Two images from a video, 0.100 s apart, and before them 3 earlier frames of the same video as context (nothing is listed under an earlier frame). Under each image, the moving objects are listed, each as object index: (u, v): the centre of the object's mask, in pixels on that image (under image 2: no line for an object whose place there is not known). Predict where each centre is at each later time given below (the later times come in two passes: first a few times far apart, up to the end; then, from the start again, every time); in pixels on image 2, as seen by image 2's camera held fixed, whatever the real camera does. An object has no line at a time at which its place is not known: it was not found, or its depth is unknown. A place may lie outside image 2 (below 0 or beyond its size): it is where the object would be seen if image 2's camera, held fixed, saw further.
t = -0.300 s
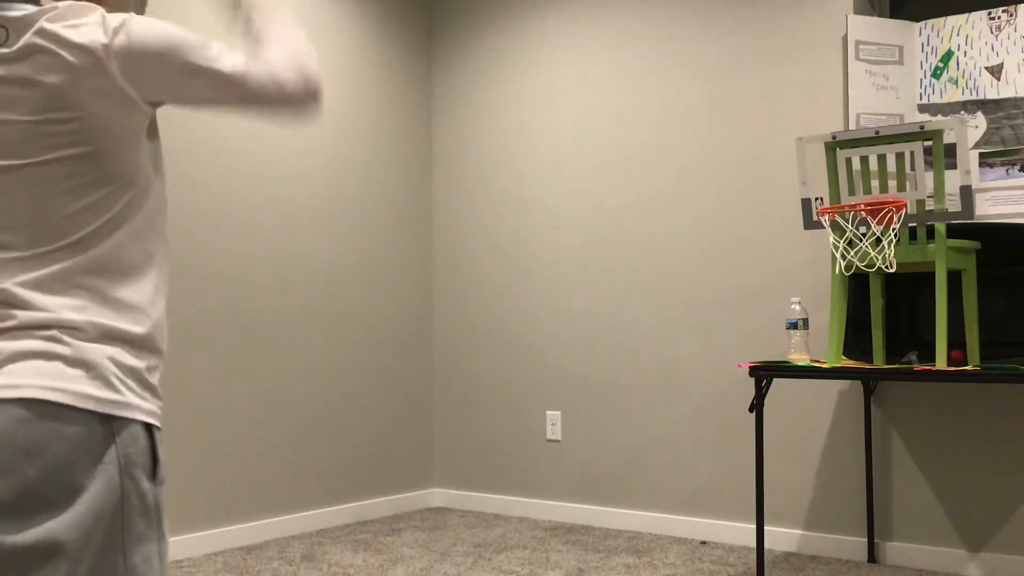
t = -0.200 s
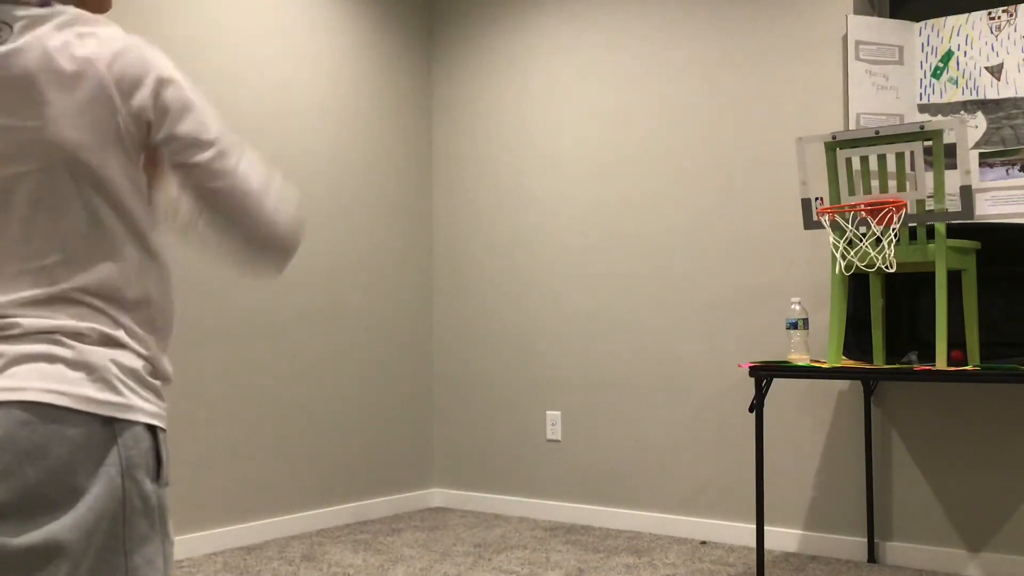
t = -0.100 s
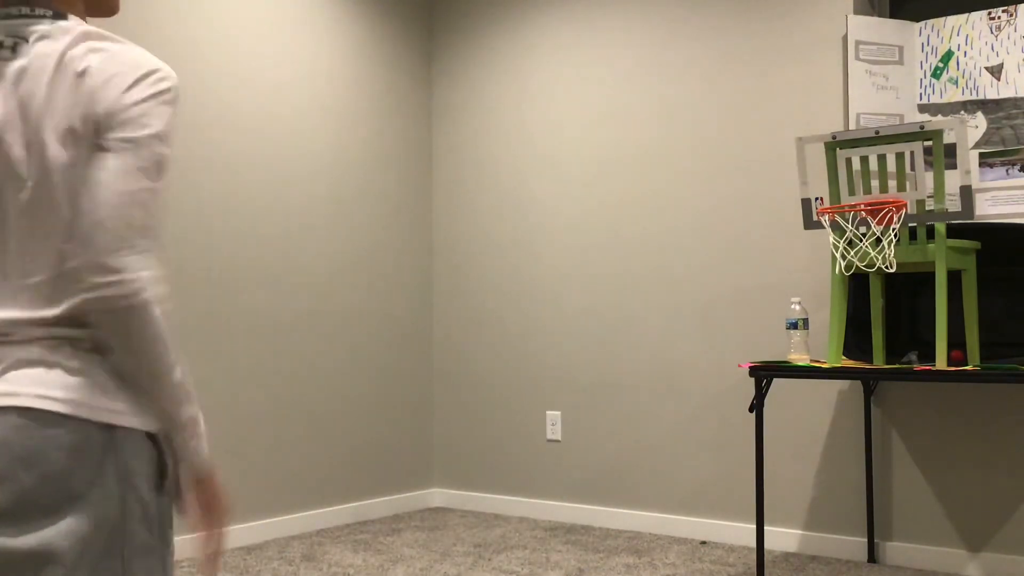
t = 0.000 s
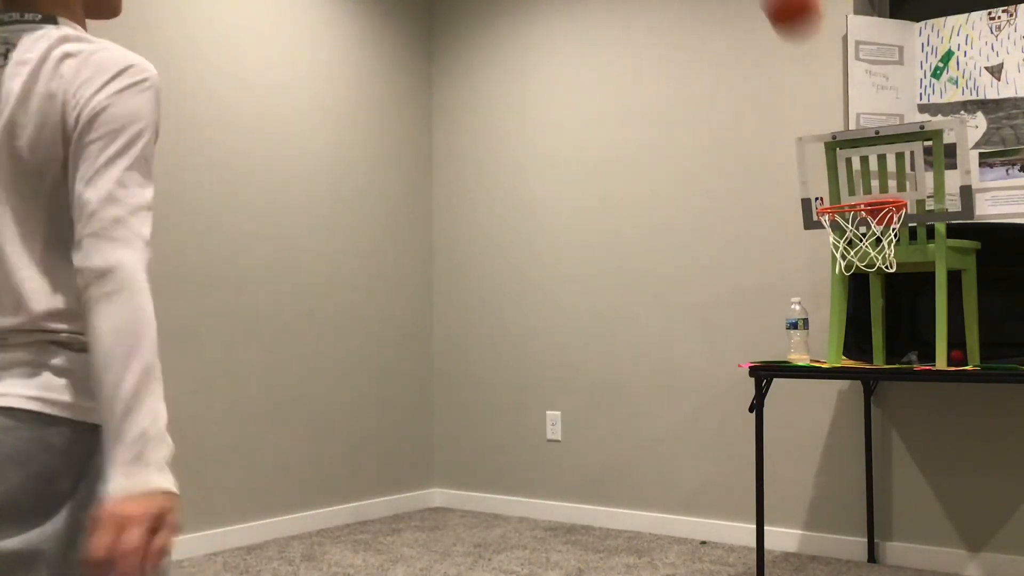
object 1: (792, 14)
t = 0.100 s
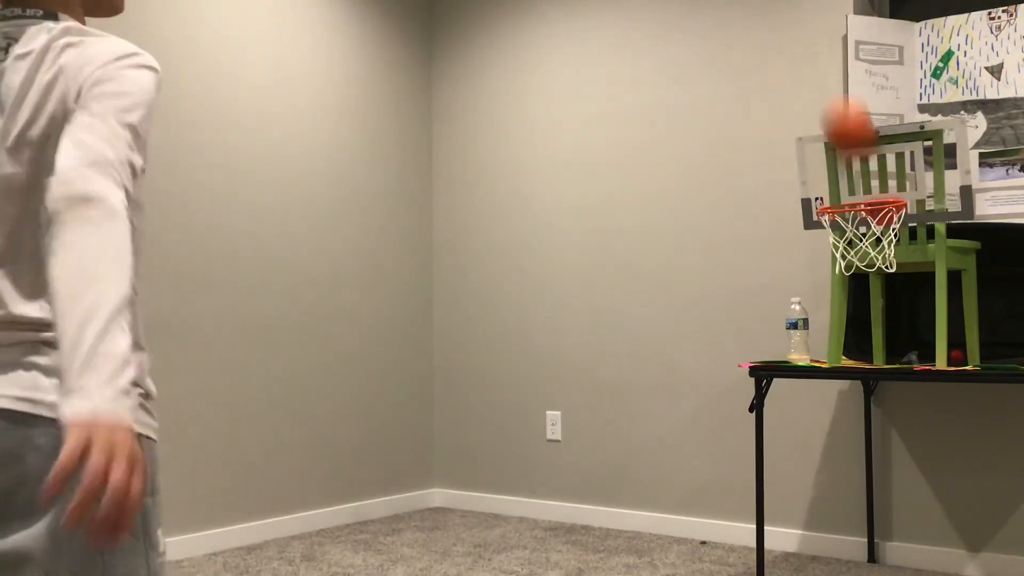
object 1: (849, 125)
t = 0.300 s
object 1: (873, 189)
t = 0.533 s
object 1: (852, 299)
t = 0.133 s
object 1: (858, 167)
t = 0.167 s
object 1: (855, 186)
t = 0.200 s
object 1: (853, 192)
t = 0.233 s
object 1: (860, 196)
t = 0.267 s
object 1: (869, 195)
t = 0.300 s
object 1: (873, 189)
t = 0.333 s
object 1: (874, 195)
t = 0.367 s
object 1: (878, 206)
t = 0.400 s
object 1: (872, 217)
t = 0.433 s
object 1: (866, 230)
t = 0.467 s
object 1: (861, 250)
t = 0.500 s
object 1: (856, 273)
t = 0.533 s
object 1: (852, 299)
